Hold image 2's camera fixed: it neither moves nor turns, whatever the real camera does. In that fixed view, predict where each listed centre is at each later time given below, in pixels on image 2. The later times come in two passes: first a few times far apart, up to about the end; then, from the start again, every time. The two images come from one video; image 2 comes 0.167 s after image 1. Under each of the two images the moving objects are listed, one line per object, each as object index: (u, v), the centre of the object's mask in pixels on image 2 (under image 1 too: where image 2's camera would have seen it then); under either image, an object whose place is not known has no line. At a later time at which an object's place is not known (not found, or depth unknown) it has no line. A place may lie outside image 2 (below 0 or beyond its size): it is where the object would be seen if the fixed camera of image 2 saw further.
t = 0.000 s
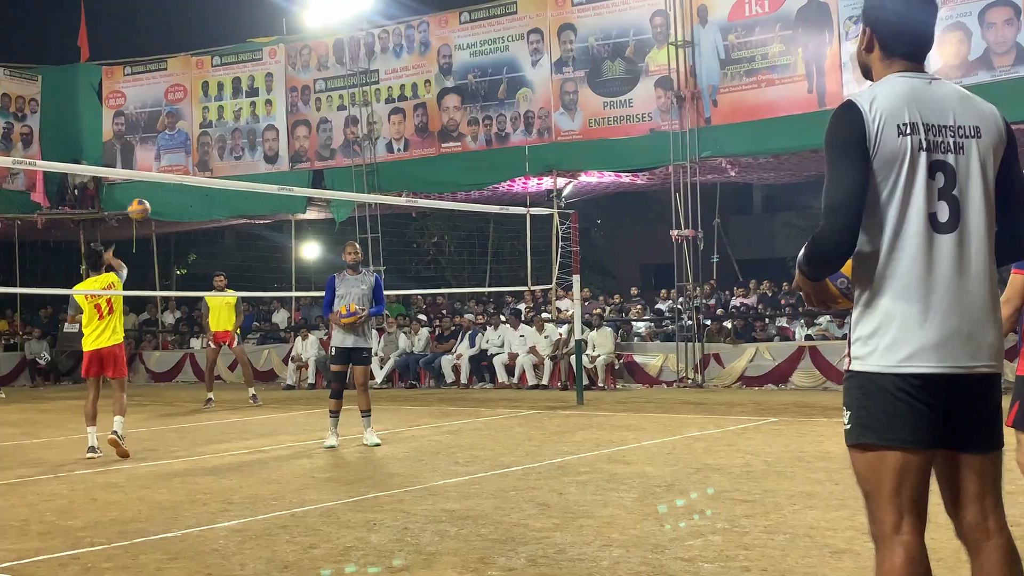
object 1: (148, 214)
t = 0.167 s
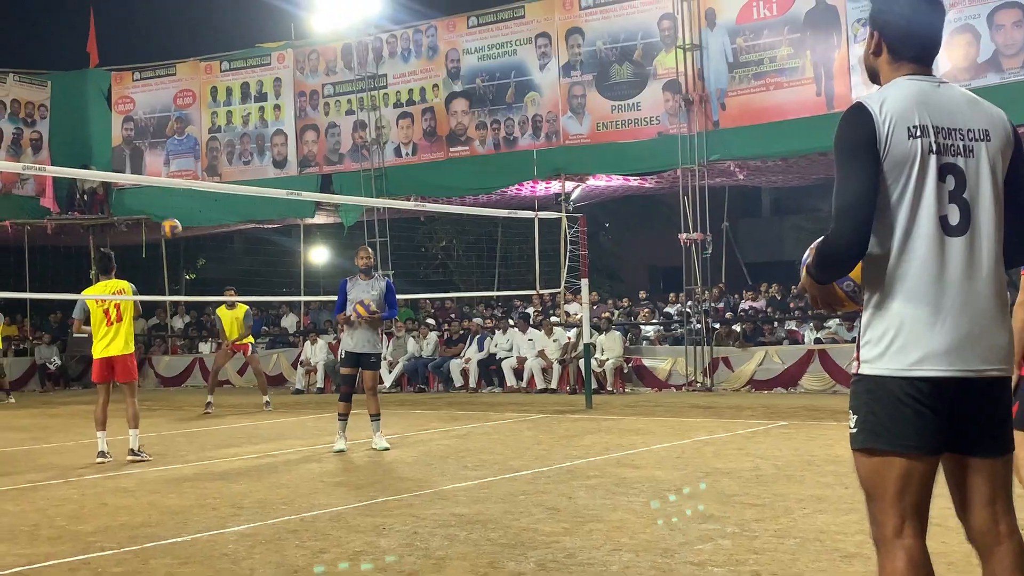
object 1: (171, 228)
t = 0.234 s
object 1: (179, 240)
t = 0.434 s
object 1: (200, 290)
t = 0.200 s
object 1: (175, 234)
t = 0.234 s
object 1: (179, 240)
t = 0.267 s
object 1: (183, 247)
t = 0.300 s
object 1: (187, 255)
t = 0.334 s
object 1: (190, 263)
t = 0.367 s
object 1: (194, 272)
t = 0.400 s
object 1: (197, 282)
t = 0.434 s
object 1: (200, 290)
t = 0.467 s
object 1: (203, 304)
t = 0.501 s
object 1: (205, 313)
